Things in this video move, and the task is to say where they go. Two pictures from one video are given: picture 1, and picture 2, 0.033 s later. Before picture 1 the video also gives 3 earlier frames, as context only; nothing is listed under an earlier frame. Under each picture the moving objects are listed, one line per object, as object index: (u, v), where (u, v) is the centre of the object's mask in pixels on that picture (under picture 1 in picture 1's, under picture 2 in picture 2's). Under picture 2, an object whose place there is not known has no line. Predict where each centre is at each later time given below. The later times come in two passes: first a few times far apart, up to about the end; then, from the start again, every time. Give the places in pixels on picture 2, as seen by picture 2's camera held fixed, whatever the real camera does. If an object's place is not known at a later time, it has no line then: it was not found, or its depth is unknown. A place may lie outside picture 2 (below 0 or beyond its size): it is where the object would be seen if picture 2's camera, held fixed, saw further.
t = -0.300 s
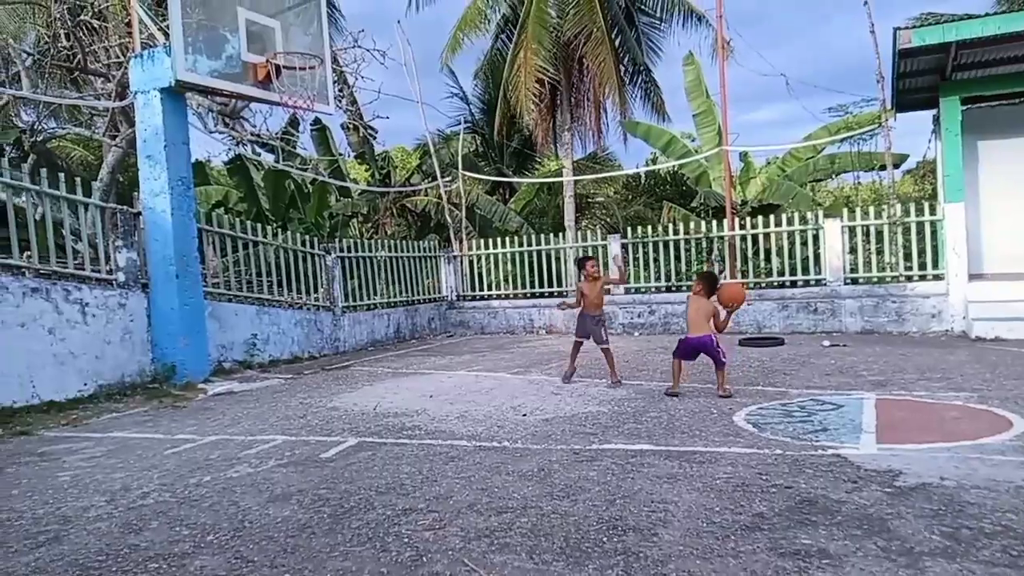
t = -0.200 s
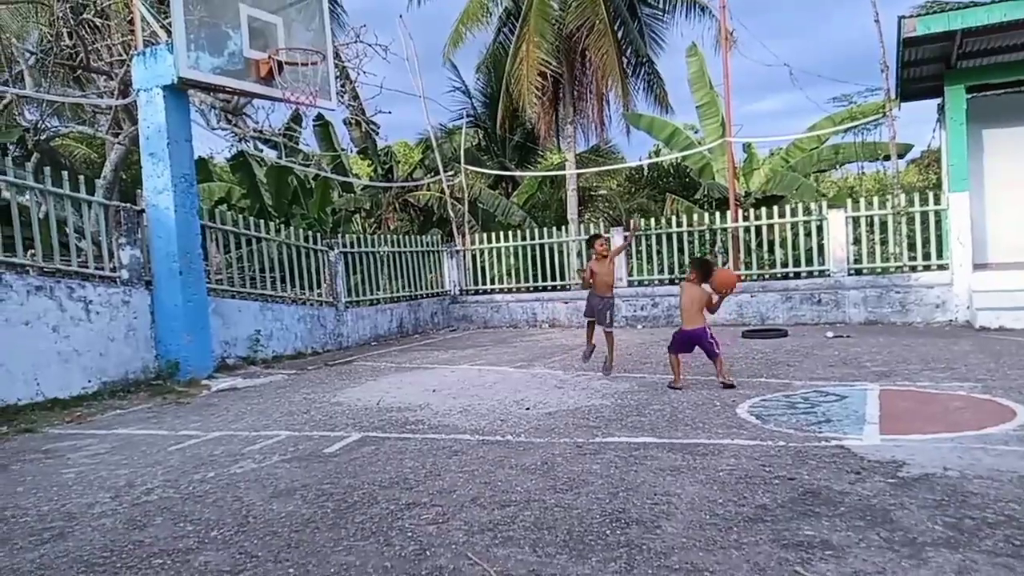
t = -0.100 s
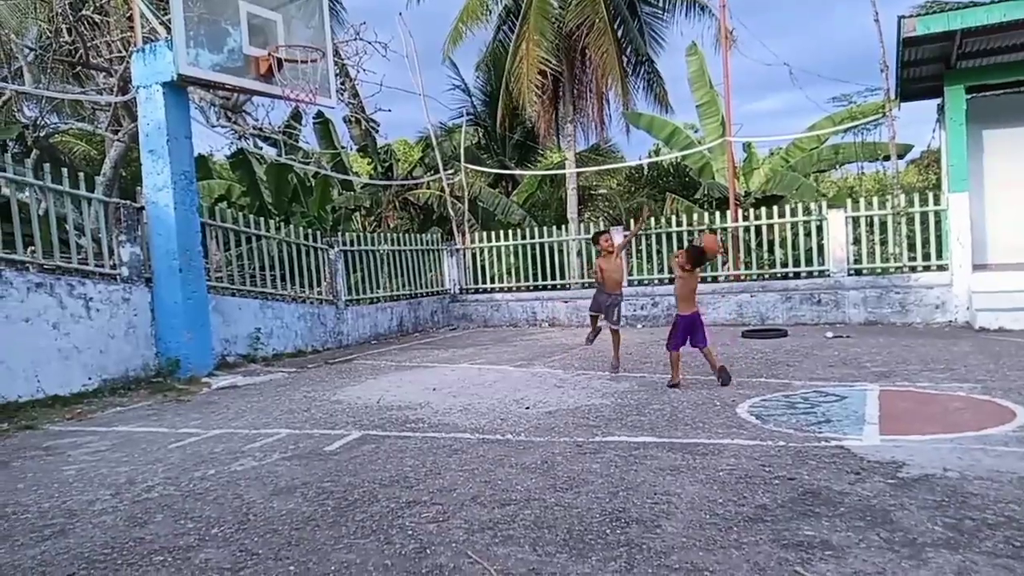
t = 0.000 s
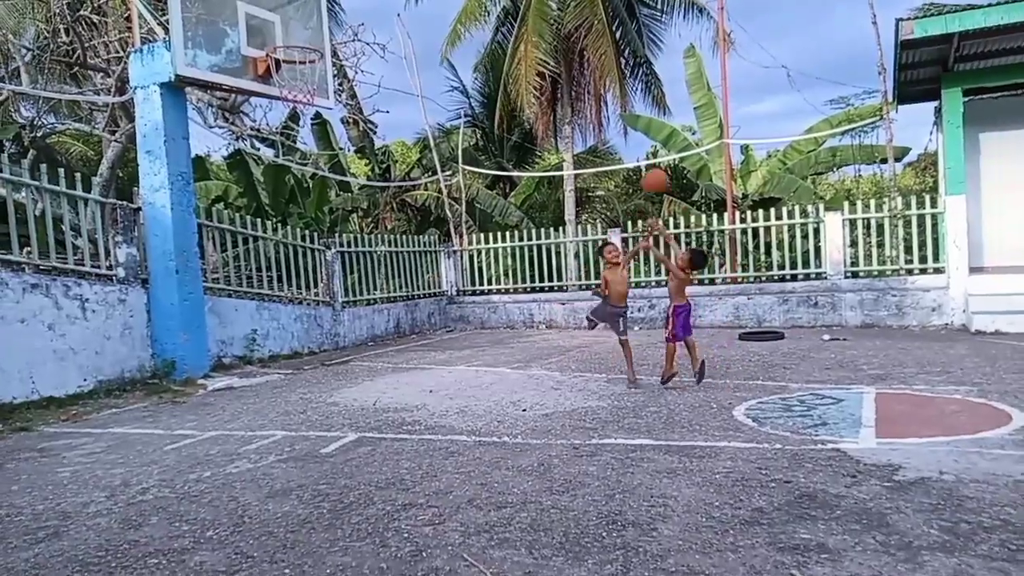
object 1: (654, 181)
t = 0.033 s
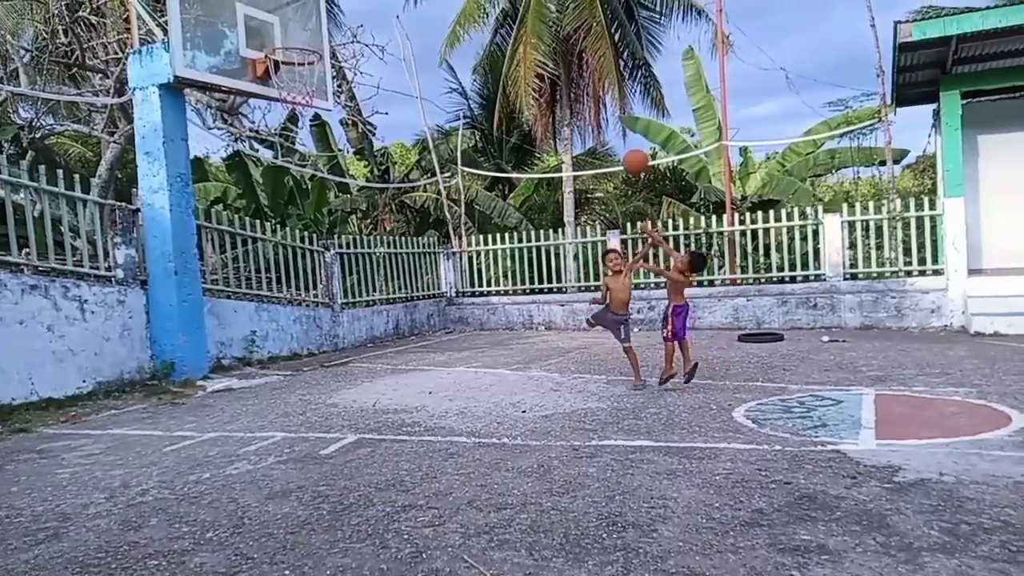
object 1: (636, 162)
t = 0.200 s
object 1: (546, 76)
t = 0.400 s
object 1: (446, 15)
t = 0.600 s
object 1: (353, 6)
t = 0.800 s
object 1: (270, 43)
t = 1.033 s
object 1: (280, 16)
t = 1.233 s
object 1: (308, 26)
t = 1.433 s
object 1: (345, 62)
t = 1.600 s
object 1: (377, 111)
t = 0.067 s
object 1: (616, 142)
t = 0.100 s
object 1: (598, 123)
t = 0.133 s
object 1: (579, 105)
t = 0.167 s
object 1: (563, 90)
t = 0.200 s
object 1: (546, 76)
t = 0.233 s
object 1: (528, 62)
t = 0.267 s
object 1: (511, 50)
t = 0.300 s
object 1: (494, 40)
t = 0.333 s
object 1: (478, 30)
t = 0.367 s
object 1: (462, 22)
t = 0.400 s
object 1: (446, 15)
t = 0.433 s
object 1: (429, 10)
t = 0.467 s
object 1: (414, 7)
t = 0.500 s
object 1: (399, 4)
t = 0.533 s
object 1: (383, 4)
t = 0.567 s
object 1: (367, 4)
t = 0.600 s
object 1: (353, 6)
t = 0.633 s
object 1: (339, 10)
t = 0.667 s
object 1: (325, 14)
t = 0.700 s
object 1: (311, 19)
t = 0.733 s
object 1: (297, 28)
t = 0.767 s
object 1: (283, 35)
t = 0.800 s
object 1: (270, 43)
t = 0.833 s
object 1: (264, 43)
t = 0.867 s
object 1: (259, 36)
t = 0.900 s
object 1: (259, 31)
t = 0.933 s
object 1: (264, 25)
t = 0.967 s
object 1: (270, 21)
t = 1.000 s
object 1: (275, 17)
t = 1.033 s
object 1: (280, 16)
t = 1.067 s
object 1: (286, 15)
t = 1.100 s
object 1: (290, 15)
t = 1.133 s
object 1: (294, 16)
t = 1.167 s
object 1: (299, 18)
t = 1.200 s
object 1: (304, 23)
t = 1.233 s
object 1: (308, 26)
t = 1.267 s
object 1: (315, 34)
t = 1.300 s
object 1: (322, 42)
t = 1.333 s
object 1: (327, 48)
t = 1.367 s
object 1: (333, 52)
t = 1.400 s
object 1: (339, 55)
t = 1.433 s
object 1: (345, 62)
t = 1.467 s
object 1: (352, 69)
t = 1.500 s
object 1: (357, 79)
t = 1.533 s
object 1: (363, 88)
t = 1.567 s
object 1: (370, 99)
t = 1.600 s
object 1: (377, 111)
